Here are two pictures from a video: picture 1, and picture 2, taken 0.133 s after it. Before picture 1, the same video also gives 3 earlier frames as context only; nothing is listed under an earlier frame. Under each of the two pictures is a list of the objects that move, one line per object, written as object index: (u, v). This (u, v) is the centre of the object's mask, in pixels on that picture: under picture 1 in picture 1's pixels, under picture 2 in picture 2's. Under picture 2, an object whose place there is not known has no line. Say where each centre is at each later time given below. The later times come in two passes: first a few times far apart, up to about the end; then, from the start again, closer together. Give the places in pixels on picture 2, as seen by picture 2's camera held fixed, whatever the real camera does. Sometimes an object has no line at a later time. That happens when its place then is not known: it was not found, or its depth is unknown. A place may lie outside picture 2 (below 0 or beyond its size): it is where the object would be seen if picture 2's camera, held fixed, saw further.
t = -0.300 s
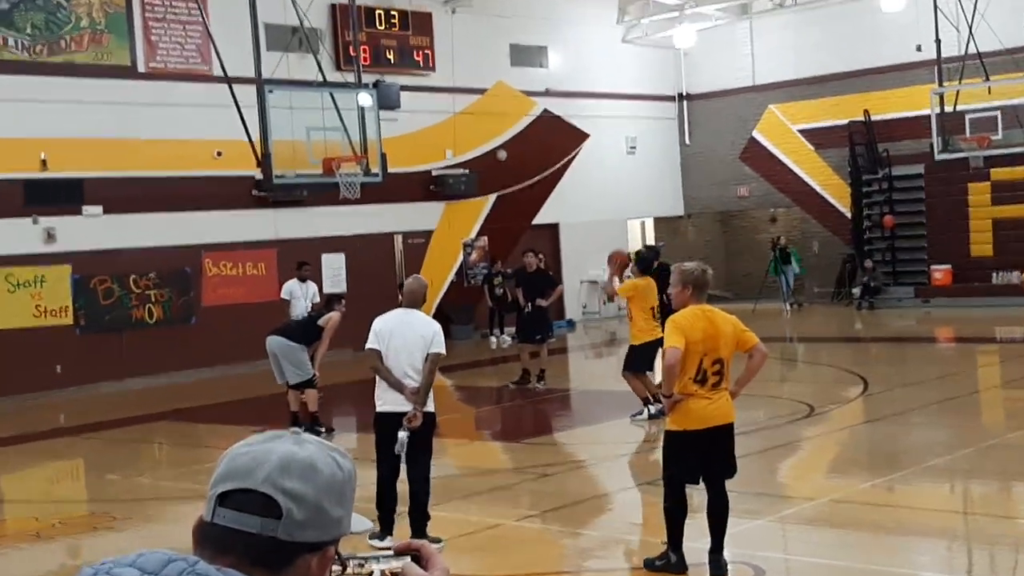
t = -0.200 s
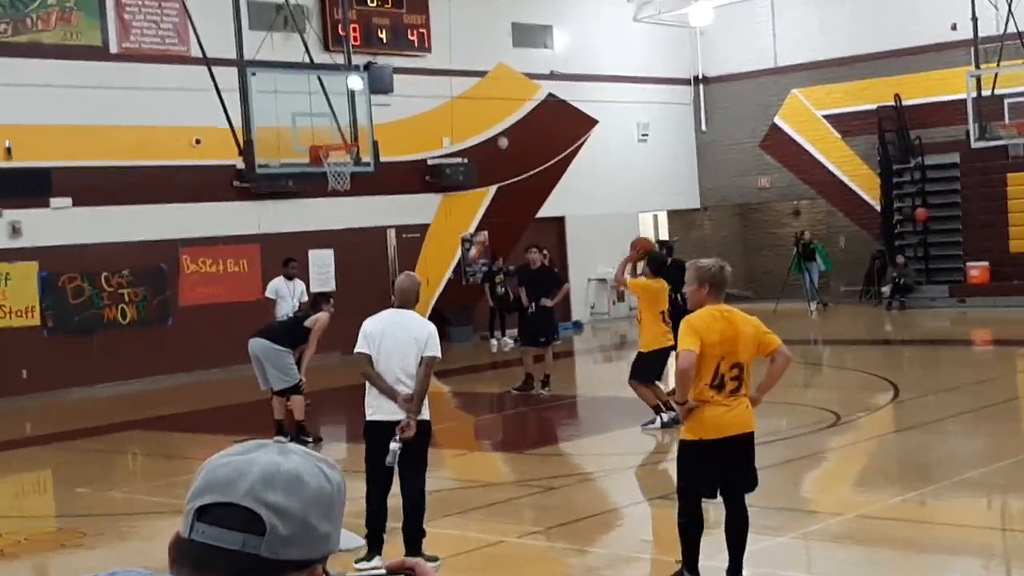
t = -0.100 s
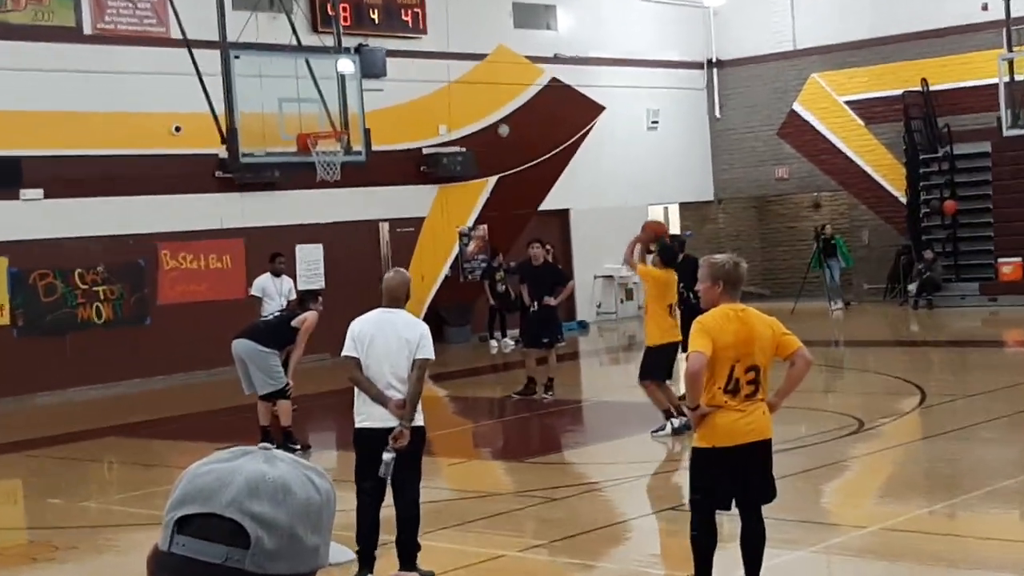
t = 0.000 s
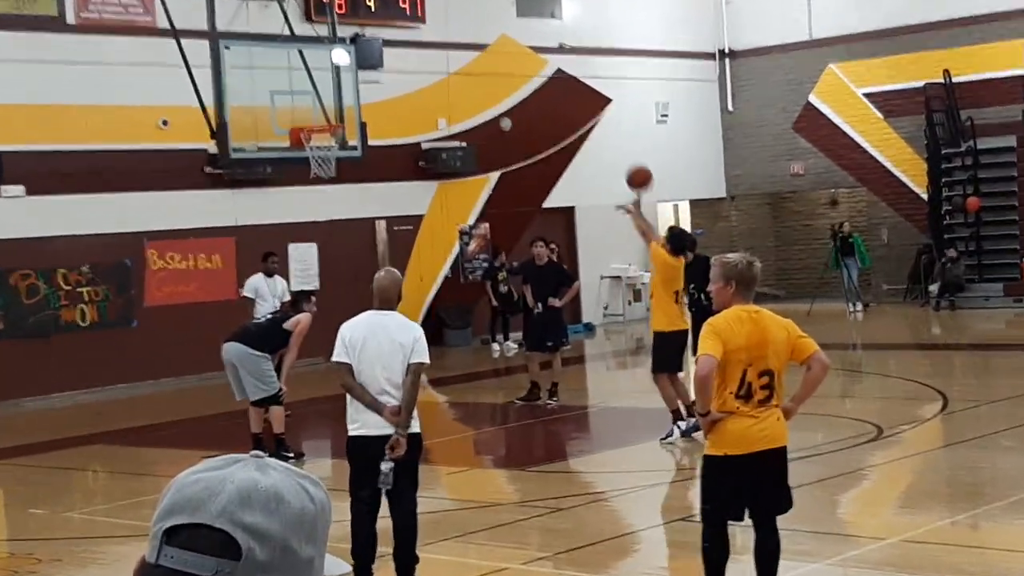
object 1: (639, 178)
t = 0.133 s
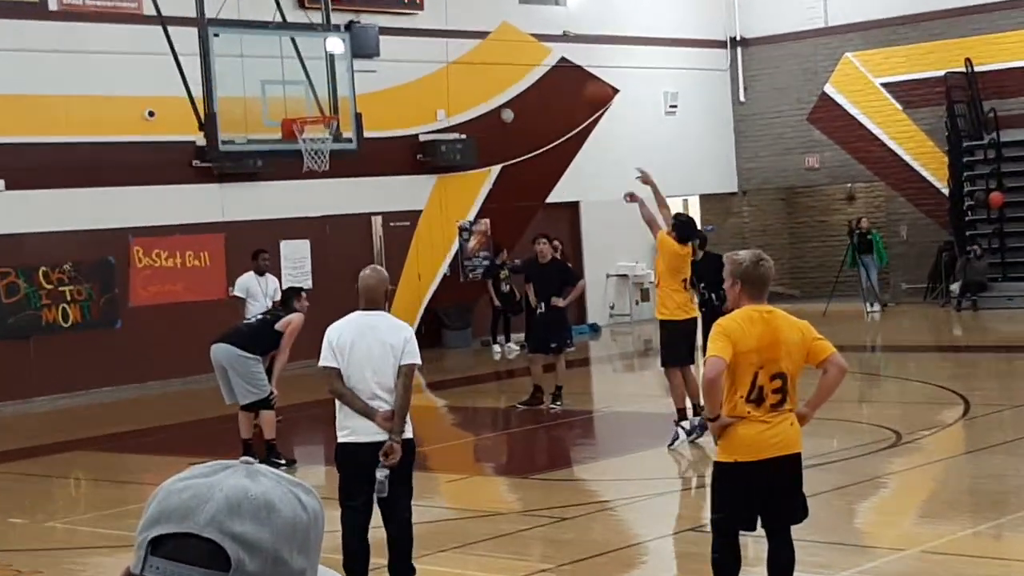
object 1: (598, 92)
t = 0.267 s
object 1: (552, 41)
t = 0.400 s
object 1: (512, 11)
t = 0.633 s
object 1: (449, 5)
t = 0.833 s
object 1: (401, 45)
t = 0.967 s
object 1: (372, 92)
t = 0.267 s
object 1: (552, 41)
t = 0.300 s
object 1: (542, 32)
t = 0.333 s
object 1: (532, 24)
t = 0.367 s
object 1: (522, 17)
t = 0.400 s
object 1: (512, 11)
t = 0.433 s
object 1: (503, 6)
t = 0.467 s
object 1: (494, 3)
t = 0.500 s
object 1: (485, 1)
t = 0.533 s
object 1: (475, 1)
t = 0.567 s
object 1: (466, 2)
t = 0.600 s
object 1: (458, 2)
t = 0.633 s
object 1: (449, 5)
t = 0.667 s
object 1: (441, 9)
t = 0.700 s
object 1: (433, 15)
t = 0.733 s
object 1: (424, 21)
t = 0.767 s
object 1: (415, 28)
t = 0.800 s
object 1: (408, 36)
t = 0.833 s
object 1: (401, 45)
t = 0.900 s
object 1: (385, 66)
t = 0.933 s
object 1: (379, 78)
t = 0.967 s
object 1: (372, 92)
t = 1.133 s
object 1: (340, 168)
